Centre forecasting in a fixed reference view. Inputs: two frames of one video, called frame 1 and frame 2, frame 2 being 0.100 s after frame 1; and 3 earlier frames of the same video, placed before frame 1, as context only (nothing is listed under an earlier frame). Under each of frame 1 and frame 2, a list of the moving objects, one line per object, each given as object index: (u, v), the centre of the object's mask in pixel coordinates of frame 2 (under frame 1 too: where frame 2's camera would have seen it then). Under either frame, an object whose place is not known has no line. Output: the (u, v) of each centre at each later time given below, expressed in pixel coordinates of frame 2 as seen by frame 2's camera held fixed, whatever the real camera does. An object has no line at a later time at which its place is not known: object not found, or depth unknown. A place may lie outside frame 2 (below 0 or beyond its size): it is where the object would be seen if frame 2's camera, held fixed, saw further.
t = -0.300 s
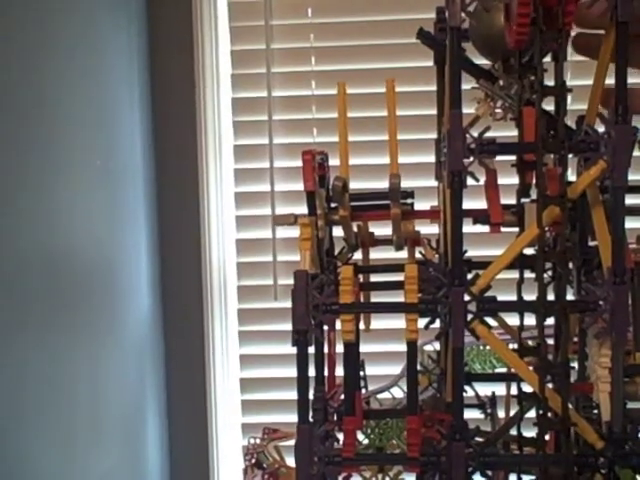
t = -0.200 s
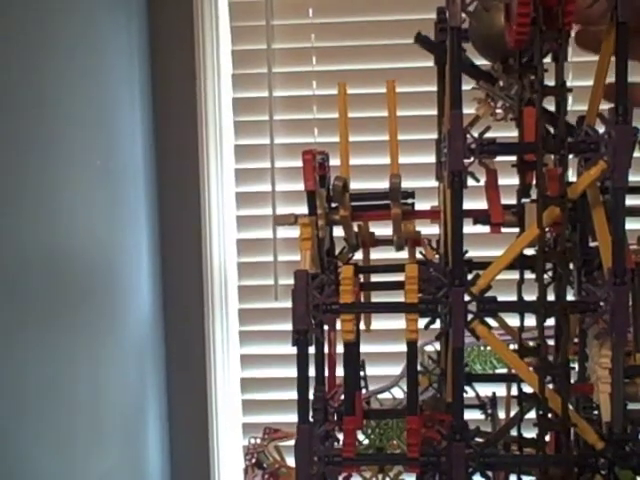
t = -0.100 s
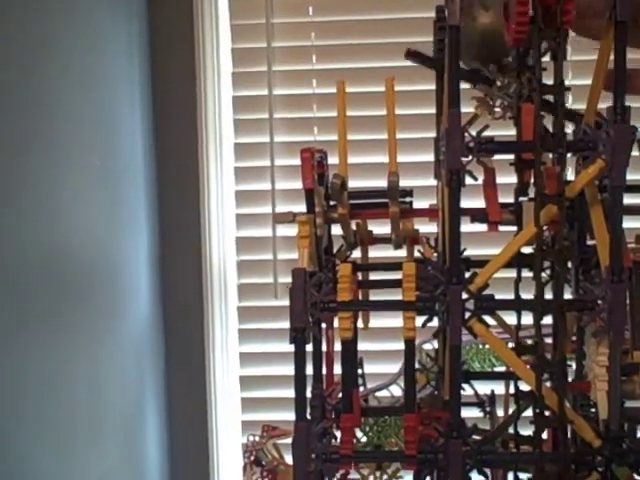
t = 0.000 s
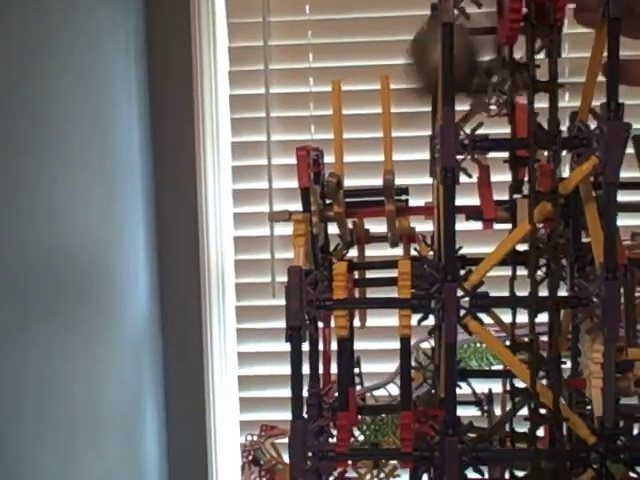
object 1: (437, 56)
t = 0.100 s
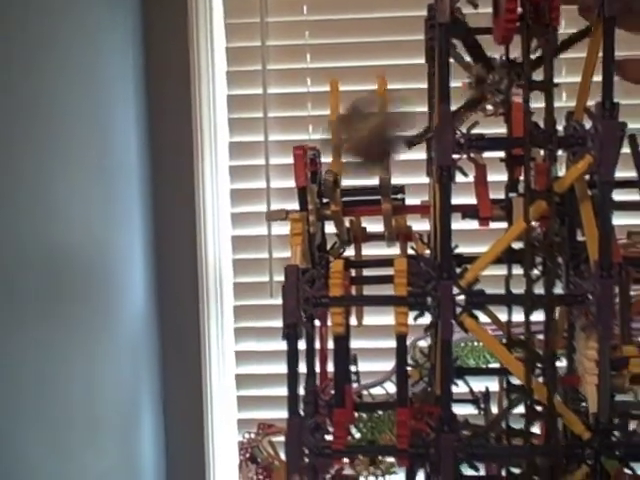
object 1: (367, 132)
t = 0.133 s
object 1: (346, 151)
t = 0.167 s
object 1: (354, 159)
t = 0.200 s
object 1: (361, 170)
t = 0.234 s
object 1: (363, 196)
